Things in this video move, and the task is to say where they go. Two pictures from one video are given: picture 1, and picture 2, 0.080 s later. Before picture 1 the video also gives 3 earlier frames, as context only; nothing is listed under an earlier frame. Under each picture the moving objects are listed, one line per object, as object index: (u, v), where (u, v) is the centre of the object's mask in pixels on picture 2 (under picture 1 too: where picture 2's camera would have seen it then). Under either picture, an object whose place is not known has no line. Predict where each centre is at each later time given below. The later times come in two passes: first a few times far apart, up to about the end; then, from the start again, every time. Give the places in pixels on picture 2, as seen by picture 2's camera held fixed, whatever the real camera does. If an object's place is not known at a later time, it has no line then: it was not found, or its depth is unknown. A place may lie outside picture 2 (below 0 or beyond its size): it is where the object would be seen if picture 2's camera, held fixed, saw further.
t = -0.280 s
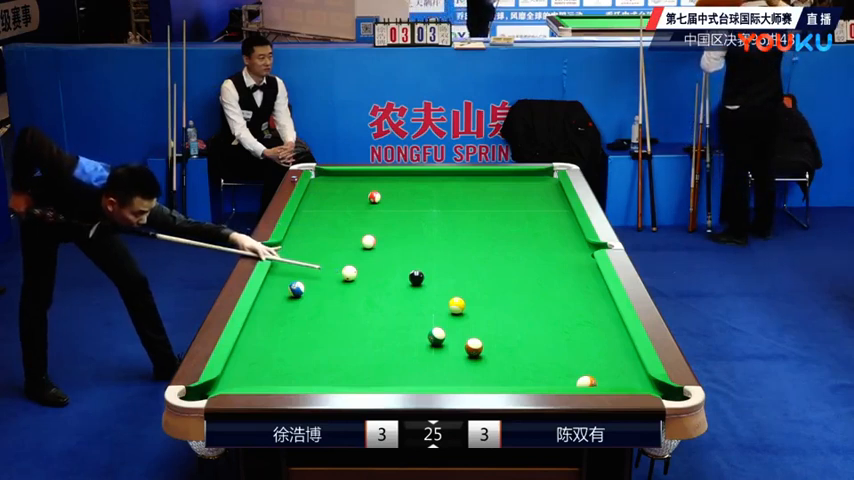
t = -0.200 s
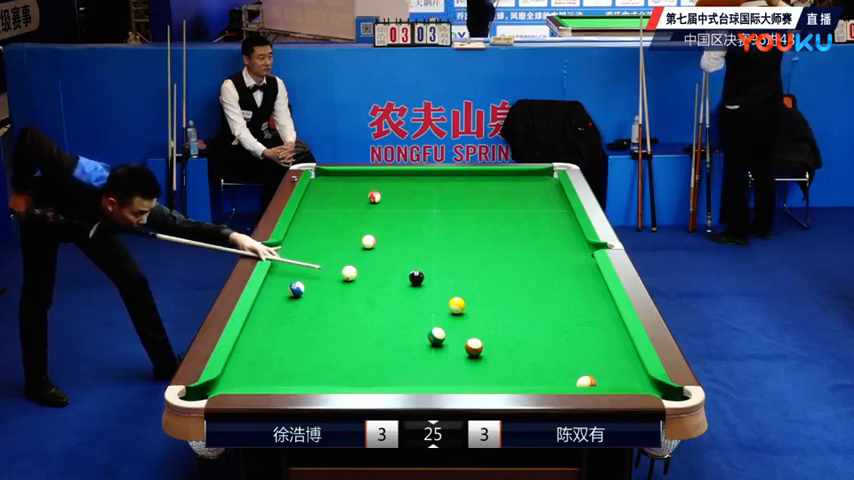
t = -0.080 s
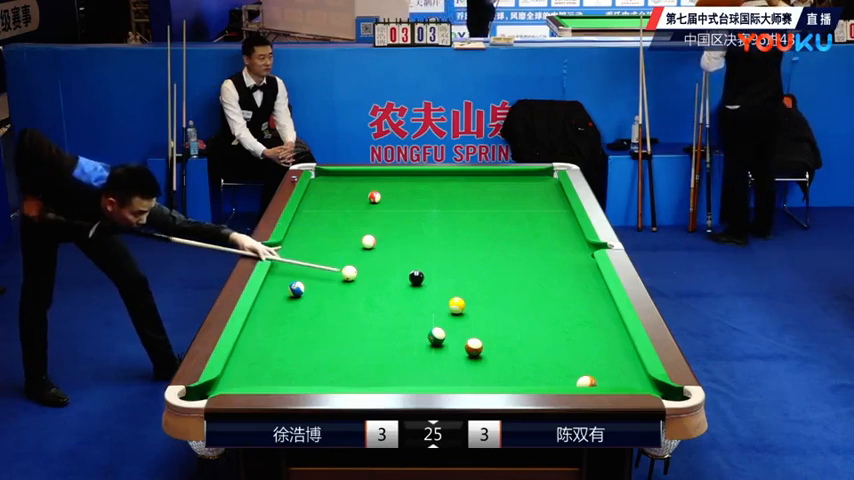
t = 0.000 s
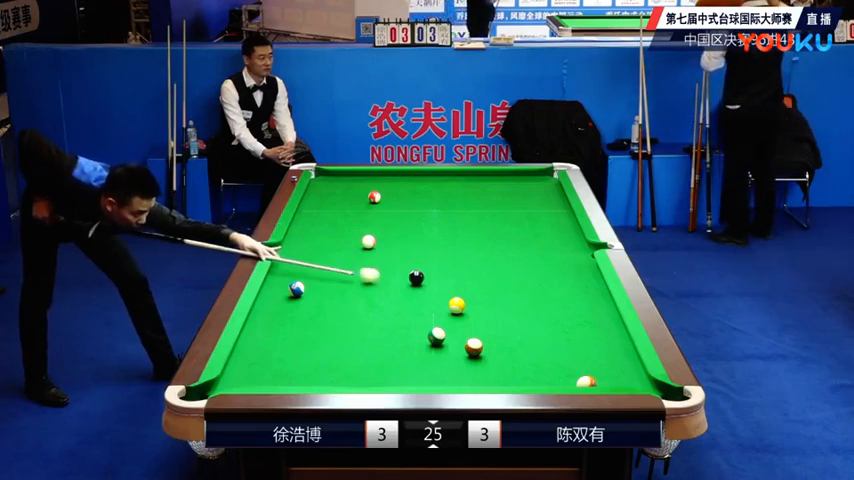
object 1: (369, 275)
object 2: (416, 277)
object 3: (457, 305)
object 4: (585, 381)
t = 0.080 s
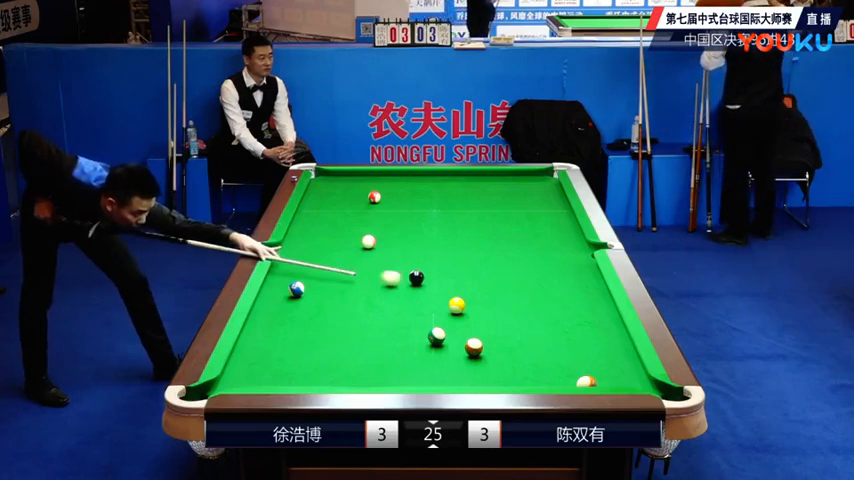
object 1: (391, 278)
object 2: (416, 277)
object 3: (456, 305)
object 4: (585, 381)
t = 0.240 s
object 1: (418, 286)
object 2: (430, 275)
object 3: (457, 305)
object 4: (585, 381)
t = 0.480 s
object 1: (450, 298)
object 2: (454, 271)
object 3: (459, 307)
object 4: (585, 381)
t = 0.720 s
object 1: (469, 301)
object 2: (475, 267)
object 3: (476, 319)
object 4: (585, 381)
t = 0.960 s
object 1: (486, 303)
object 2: (496, 264)
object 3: (494, 331)
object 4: (585, 381)
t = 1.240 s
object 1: (505, 305)
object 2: (517, 260)
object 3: (513, 345)
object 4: (585, 381)
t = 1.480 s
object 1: (520, 307)
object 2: (534, 257)
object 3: (530, 357)
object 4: (585, 381)
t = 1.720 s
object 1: (533, 309)
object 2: (550, 254)
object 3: (547, 369)
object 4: (585, 381)
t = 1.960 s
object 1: (546, 310)
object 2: (565, 252)
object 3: (564, 378)
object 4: (585, 381)
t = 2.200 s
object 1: (557, 311)
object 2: (579, 249)
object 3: (565, 380)
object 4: (595, 381)
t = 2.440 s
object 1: (567, 313)
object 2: (591, 247)
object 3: (561, 376)
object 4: (602, 380)
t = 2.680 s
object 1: (576, 314)
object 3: (559, 372)
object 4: (609, 380)
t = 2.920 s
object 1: (584, 315)
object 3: (556, 368)
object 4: (612, 380)
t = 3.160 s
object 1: (590, 316)
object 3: (555, 365)
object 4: (615, 379)
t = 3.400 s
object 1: (595, 316)
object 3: (553, 363)
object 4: (616, 380)
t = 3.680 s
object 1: (598, 317)
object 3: (552, 361)
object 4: (616, 380)
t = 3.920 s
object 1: (601, 317)
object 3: (552, 360)
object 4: (617, 379)
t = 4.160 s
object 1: (602, 317)
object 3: (552, 359)
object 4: (616, 379)
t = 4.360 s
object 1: (602, 317)
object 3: (552, 359)
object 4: (616, 379)
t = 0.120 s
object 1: (401, 279)
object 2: (417, 277)
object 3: (457, 305)
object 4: (585, 381)
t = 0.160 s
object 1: (407, 282)
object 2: (421, 277)
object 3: (457, 305)
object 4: (585, 381)
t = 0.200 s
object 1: (412, 284)
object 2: (426, 276)
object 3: (457, 305)
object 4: (585, 381)
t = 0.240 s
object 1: (418, 286)
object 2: (430, 275)
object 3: (457, 305)
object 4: (585, 381)
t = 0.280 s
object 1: (423, 289)
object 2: (434, 274)
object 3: (457, 305)
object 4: (585, 381)
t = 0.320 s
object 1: (429, 291)
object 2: (438, 273)
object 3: (457, 305)
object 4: (585, 381)
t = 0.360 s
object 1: (435, 293)
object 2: (442, 273)
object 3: (456, 305)
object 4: (585, 381)
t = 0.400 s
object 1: (441, 296)
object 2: (446, 272)
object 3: (456, 305)
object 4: (585, 381)
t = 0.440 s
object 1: (446, 297)
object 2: (450, 271)
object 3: (457, 305)
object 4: (585, 381)
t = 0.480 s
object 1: (450, 298)
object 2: (454, 271)
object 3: (459, 307)
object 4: (585, 381)
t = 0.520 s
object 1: (453, 298)
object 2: (457, 270)
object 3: (462, 308)
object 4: (585, 381)
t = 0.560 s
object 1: (456, 299)
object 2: (461, 269)
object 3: (465, 311)
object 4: (585, 381)
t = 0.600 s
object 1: (459, 299)
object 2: (465, 269)
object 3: (468, 313)
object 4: (585, 381)
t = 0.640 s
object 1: (462, 300)
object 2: (468, 268)
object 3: (471, 315)
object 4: (585, 381)
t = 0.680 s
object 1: (465, 300)
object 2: (472, 267)
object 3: (474, 317)
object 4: (585, 381)
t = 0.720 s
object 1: (469, 301)
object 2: (475, 267)
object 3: (476, 319)
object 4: (585, 381)
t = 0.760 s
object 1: (472, 302)
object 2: (478, 266)
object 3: (479, 321)
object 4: (585, 381)
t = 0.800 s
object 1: (475, 302)
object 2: (482, 266)
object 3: (482, 323)
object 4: (585, 381)
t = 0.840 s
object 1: (477, 302)
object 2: (485, 265)
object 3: (485, 325)
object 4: (585, 381)
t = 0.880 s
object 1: (480, 302)
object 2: (489, 265)
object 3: (488, 327)
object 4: (585, 381)
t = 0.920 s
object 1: (483, 303)
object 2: (492, 264)
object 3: (490, 329)
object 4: (585, 381)
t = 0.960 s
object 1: (486, 303)
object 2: (496, 264)
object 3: (494, 331)
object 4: (585, 381)
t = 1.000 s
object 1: (489, 303)
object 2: (499, 263)
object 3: (496, 333)
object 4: (585, 381)
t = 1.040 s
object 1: (492, 304)
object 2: (502, 262)
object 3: (499, 335)
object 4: (585, 381)
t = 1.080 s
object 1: (495, 304)
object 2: (505, 262)
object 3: (502, 337)
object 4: (585, 381)
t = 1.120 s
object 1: (497, 304)
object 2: (508, 262)
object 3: (504, 339)
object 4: (585, 381)
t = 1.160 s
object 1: (500, 304)
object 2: (511, 261)
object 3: (507, 341)
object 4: (585, 381)
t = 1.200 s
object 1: (502, 305)
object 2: (514, 260)
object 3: (510, 343)
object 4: (585, 381)
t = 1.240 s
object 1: (505, 305)
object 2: (517, 260)
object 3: (513, 345)
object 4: (585, 381)
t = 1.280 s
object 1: (508, 306)
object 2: (520, 259)
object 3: (516, 347)
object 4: (585, 381)
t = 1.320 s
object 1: (510, 306)
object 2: (523, 259)
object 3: (519, 349)
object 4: (585, 381)
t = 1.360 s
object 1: (512, 306)
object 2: (526, 259)
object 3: (522, 351)
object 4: (585, 381)
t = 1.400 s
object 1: (515, 306)
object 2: (529, 258)
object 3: (524, 353)
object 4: (585, 381)
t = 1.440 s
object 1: (517, 307)
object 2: (531, 257)
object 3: (527, 355)
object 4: (585, 381)
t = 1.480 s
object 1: (520, 307)
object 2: (534, 257)
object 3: (530, 357)
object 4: (585, 381)
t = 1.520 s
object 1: (522, 307)
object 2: (537, 257)
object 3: (532, 359)
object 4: (585, 381)
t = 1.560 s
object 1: (524, 308)
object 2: (540, 256)
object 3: (535, 360)
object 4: (585, 381)
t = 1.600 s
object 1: (527, 308)
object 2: (543, 256)
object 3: (538, 363)
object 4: (585, 381)
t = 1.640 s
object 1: (529, 308)
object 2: (545, 255)
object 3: (541, 365)
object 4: (585, 381)
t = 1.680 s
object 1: (531, 308)
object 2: (548, 255)
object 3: (544, 367)
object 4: (585, 381)
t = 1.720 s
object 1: (533, 309)
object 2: (550, 254)
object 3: (547, 369)
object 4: (585, 381)
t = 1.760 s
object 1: (536, 309)
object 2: (553, 254)
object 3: (550, 371)
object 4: (585, 381)
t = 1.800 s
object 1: (537, 309)
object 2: (555, 254)
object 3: (553, 373)
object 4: (585, 381)
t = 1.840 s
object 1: (540, 309)
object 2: (558, 253)
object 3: (556, 375)
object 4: (585, 381)
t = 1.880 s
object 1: (542, 310)
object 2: (560, 253)
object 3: (558, 376)
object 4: (585, 381)
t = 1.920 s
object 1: (544, 310)
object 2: (563, 253)
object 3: (561, 377)
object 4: (585, 381)
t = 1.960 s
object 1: (546, 310)
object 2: (565, 252)
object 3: (564, 378)
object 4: (585, 381)
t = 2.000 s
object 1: (548, 310)
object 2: (568, 251)
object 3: (566, 380)
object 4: (586, 381)
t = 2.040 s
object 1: (550, 311)
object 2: (570, 251)
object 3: (566, 381)
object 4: (588, 382)
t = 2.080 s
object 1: (552, 311)
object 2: (572, 251)
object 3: (566, 381)
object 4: (590, 382)
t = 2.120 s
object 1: (554, 311)
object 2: (575, 250)
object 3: (566, 381)
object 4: (592, 381)
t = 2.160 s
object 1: (555, 311)
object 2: (577, 250)
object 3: (565, 380)
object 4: (593, 381)
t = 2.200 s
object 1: (557, 311)
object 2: (579, 249)
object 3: (565, 380)
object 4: (595, 381)
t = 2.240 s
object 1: (559, 312)
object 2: (581, 249)
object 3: (564, 379)
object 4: (596, 381)
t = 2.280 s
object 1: (561, 312)
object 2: (583, 249)
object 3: (563, 378)
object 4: (597, 380)
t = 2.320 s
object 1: (562, 312)
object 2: (585, 248)
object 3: (562, 378)
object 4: (599, 381)
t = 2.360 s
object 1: (564, 312)
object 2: (587, 248)
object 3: (562, 377)
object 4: (600, 381)
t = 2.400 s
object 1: (566, 313)
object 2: (589, 248)
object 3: (561, 377)
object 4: (601, 380)
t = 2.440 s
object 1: (567, 313)
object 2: (591, 247)
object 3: (561, 376)
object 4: (602, 380)
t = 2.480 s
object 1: (569, 313)
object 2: (593, 246)
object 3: (561, 376)
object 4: (603, 380)
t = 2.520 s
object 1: (570, 313)
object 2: (595, 246)
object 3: (560, 376)
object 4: (604, 380)
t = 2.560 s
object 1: (572, 313)
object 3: (560, 375)
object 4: (606, 380)
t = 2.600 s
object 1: (573, 313)
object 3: (559, 374)
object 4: (607, 380)
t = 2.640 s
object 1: (575, 314)
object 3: (559, 373)
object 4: (608, 380)
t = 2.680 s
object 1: (576, 314)
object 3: (559, 372)
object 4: (609, 380)
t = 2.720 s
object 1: (578, 314)
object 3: (558, 372)
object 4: (609, 380)
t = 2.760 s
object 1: (579, 314)
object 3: (558, 371)
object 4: (610, 380)
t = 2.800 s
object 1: (580, 314)
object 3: (557, 370)
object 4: (611, 380)
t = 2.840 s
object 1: (581, 315)
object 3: (557, 370)
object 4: (612, 380)
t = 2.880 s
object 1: (583, 315)
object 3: (557, 369)
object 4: (612, 380)
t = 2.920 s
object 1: (584, 315)
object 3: (556, 368)
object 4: (612, 380)
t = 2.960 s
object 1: (585, 315)
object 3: (556, 368)
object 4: (613, 380)
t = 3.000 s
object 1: (586, 315)
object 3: (556, 368)
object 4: (614, 380)
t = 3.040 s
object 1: (587, 315)
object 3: (556, 367)
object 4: (614, 380)
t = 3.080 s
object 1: (588, 315)
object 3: (555, 366)
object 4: (614, 380)
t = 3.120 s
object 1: (589, 316)
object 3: (555, 366)
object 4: (615, 380)
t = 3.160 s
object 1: (590, 316)
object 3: (555, 365)
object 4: (615, 379)
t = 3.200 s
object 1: (591, 316)
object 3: (554, 365)
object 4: (615, 379)
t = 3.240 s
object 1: (592, 316)
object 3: (554, 365)
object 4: (616, 380)
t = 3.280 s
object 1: (593, 316)
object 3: (554, 364)
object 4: (616, 380)
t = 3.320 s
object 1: (593, 316)
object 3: (553, 364)
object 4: (616, 380)
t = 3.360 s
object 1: (594, 316)
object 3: (553, 364)
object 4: (617, 380)
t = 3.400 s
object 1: (595, 316)
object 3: (553, 363)
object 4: (616, 380)
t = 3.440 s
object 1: (595, 316)
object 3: (553, 363)
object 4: (617, 379)
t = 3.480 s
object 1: (596, 316)
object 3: (553, 362)
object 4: (616, 380)
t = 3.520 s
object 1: (597, 317)
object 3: (553, 362)
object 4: (616, 380)
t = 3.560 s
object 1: (597, 317)
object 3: (552, 362)
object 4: (616, 380)
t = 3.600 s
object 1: (598, 317)
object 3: (552, 361)
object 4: (616, 380)
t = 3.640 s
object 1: (598, 317)
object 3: (552, 361)
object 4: (616, 380)
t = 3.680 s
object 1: (598, 317)
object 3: (552, 361)
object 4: (616, 380)
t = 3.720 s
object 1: (599, 317)
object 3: (552, 361)
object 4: (616, 380)
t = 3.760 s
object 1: (600, 317)
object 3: (552, 360)
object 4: (616, 380)
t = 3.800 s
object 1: (600, 317)
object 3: (552, 360)
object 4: (616, 380)
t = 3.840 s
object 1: (600, 317)
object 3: (552, 360)
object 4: (616, 380)
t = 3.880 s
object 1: (600, 317)
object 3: (552, 360)
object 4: (617, 380)
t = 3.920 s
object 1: (601, 317)
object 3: (552, 360)
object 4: (617, 379)
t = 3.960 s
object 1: (601, 317)
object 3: (552, 360)
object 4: (616, 379)
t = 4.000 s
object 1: (601, 317)
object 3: (552, 360)
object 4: (617, 380)
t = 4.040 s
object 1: (601, 317)
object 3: (552, 360)
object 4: (617, 379)
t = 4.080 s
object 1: (601, 317)
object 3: (552, 360)
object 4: (617, 379)
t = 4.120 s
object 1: (601, 317)
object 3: (552, 359)
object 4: (617, 379)
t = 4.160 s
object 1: (602, 317)
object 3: (552, 359)
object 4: (616, 379)
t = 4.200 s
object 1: (602, 317)
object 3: (552, 359)
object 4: (616, 379)
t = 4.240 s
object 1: (602, 317)
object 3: (552, 359)
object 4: (616, 379)
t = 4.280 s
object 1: (602, 317)
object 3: (552, 359)
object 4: (616, 379)
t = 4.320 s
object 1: (602, 317)
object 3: (552, 359)
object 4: (616, 379)
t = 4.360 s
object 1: (602, 317)
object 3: (552, 359)
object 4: (616, 379)
